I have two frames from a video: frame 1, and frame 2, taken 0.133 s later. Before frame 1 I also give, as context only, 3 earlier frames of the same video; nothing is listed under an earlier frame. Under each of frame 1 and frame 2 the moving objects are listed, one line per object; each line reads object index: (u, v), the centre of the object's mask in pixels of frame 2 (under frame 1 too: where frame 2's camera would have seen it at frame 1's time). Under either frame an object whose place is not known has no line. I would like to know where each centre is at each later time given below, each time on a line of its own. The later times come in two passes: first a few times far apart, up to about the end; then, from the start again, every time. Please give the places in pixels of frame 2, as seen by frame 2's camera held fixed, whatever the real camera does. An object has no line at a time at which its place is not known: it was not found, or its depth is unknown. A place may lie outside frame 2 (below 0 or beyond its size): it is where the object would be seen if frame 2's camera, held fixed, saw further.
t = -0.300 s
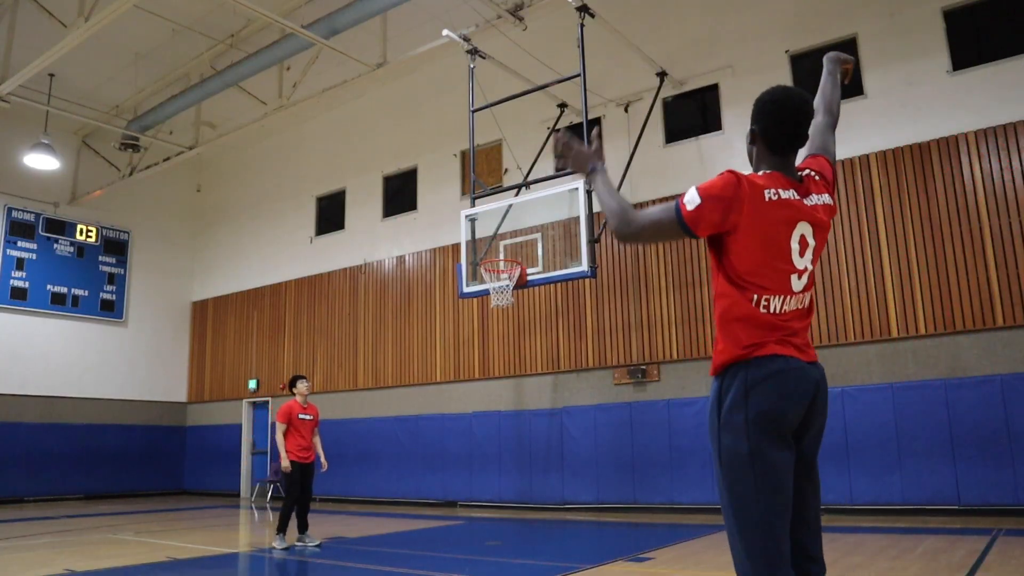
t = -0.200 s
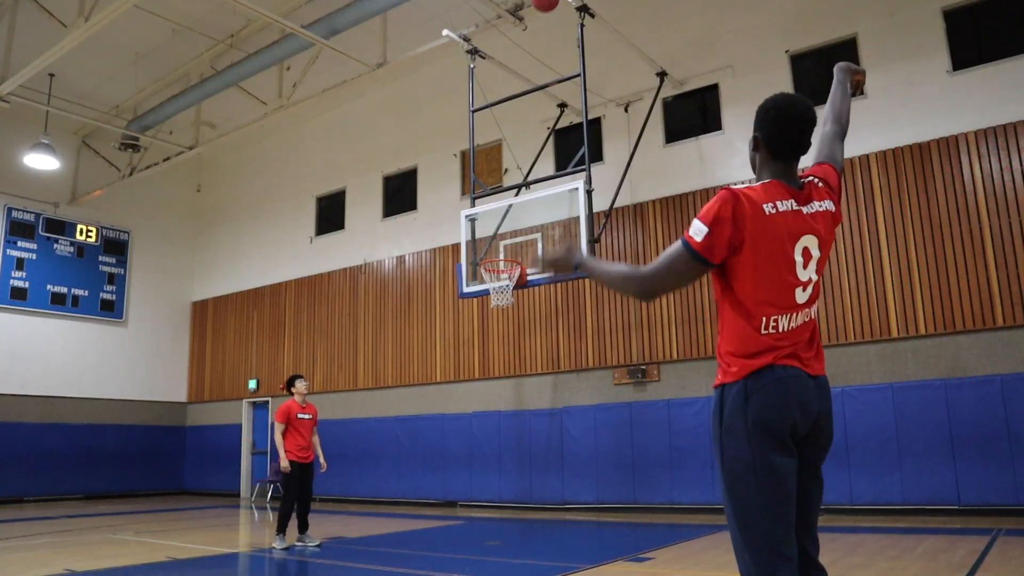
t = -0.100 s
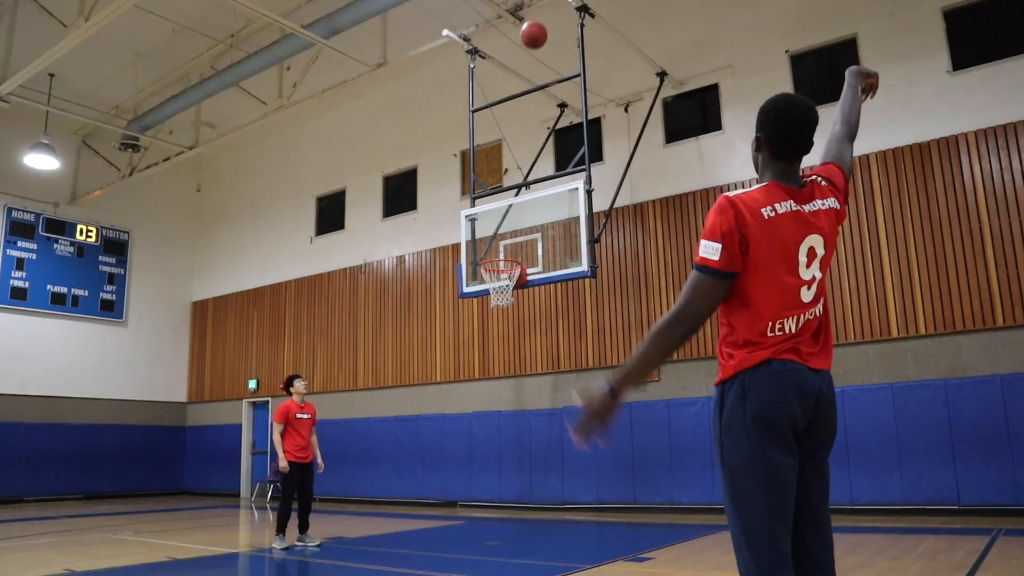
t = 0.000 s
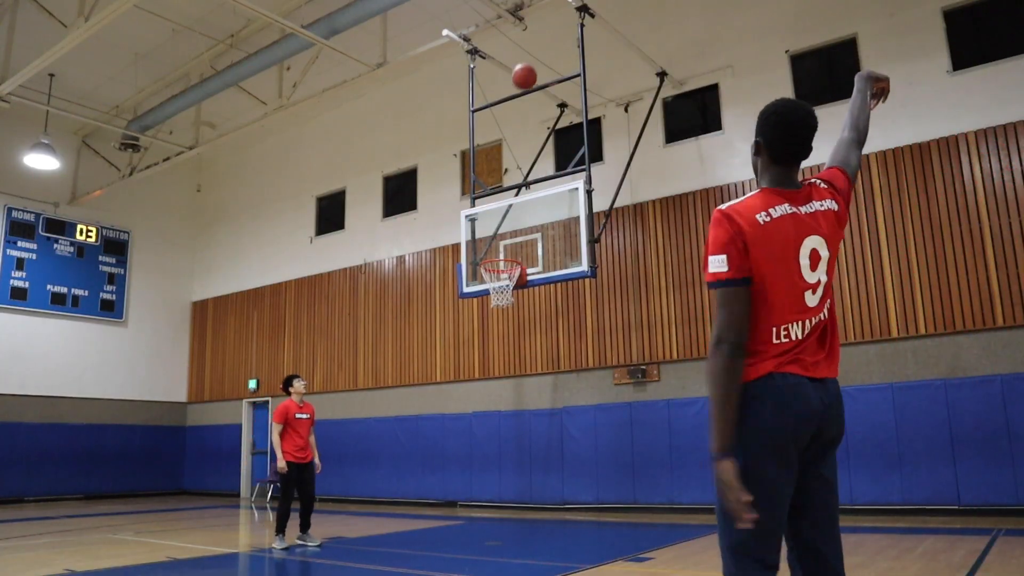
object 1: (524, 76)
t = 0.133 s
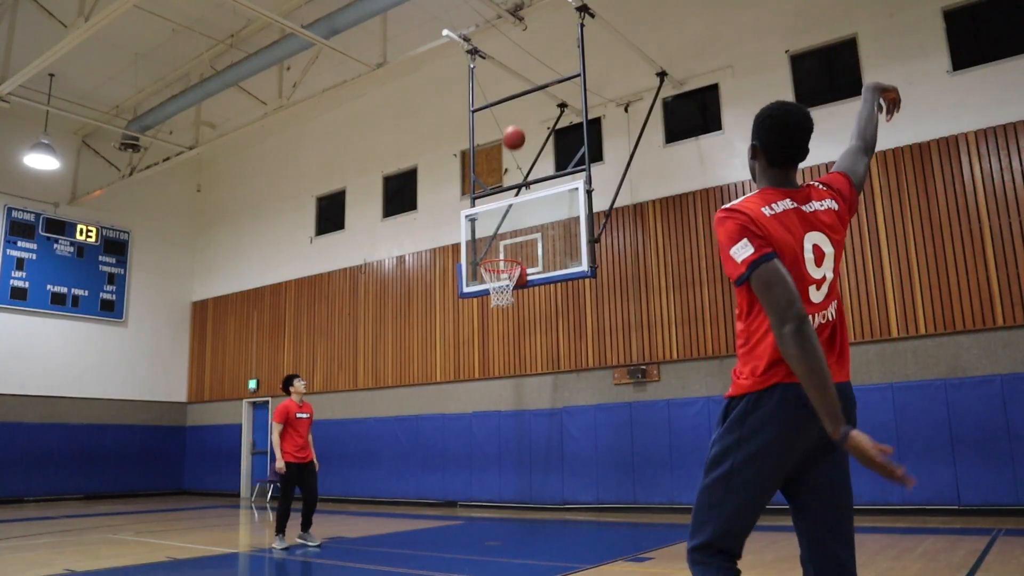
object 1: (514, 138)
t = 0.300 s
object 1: (503, 224)
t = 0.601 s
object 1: (496, 297)
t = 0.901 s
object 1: (496, 359)
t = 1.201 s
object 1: (498, 501)
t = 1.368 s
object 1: (499, 475)
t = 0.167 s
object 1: (511, 154)
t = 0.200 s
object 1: (509, 171)
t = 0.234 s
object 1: (507, 188)
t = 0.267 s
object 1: (505, 206)
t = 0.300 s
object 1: (503, 224)
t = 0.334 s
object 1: (502, 242)
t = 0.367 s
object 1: (497, 259)
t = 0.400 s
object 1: (497, 277)
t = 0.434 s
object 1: (498, 287)
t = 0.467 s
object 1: (497, 289)
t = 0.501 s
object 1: (497, 290)
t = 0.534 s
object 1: (496, 293)
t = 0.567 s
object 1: (496, 294)
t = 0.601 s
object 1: (496, 297)
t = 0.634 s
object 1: (496, 300)
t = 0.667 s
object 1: (496, 305)
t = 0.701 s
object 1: (497, 310)
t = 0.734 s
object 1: (497, 314)
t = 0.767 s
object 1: (497, 322)
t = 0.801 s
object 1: (496, 331)
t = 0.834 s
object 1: (496, 339)
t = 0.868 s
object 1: (497, 349)
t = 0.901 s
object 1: (496, 359)
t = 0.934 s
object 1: (496, 372)
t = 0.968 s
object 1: (497, 384)
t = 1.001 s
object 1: (497, 398)
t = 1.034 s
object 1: (497, 413)
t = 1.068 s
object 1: (497, 428)
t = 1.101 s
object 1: (498, 445)
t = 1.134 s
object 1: (498, 463)
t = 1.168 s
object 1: (498, 482)
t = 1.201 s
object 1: (498, 501)
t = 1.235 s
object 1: (499, 523)
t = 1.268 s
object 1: (499, 516)
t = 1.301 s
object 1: (498, 502)
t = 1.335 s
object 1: (499, 488)
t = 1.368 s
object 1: (499, 475)
